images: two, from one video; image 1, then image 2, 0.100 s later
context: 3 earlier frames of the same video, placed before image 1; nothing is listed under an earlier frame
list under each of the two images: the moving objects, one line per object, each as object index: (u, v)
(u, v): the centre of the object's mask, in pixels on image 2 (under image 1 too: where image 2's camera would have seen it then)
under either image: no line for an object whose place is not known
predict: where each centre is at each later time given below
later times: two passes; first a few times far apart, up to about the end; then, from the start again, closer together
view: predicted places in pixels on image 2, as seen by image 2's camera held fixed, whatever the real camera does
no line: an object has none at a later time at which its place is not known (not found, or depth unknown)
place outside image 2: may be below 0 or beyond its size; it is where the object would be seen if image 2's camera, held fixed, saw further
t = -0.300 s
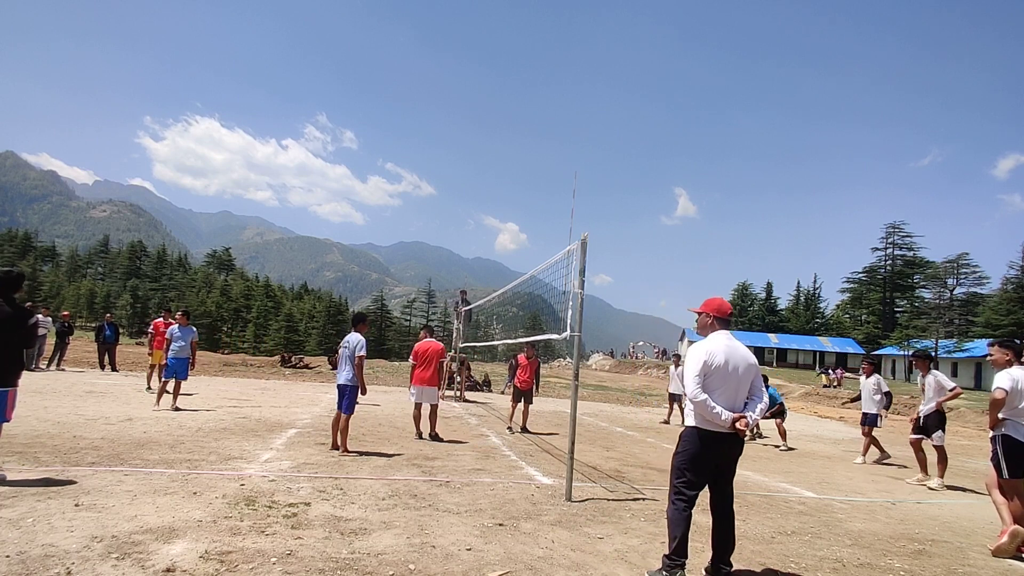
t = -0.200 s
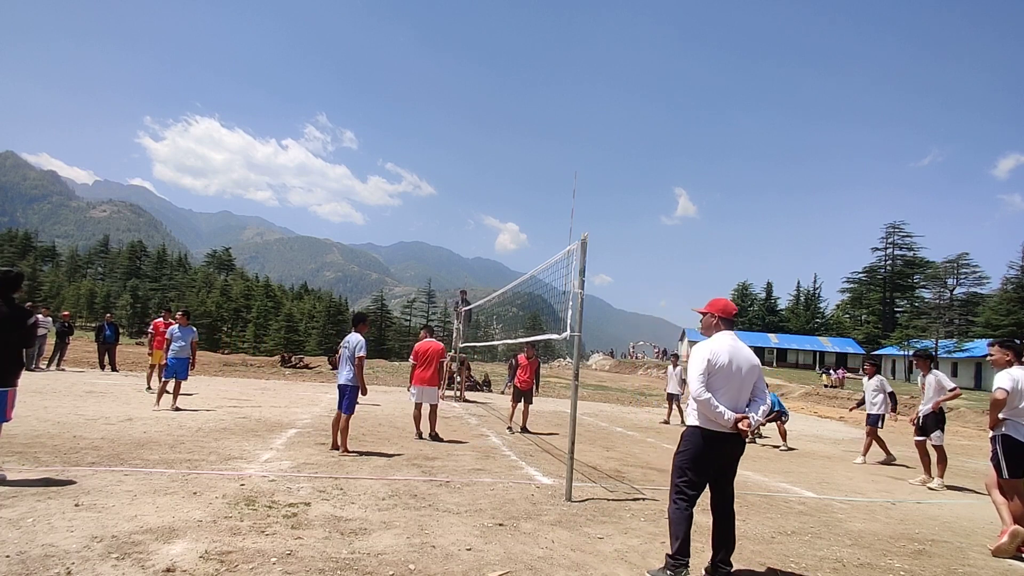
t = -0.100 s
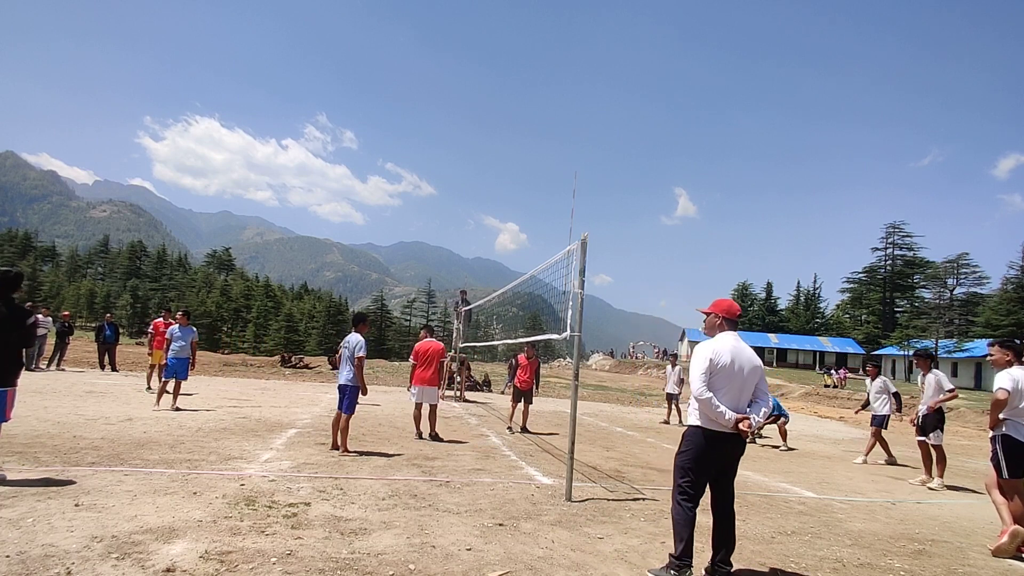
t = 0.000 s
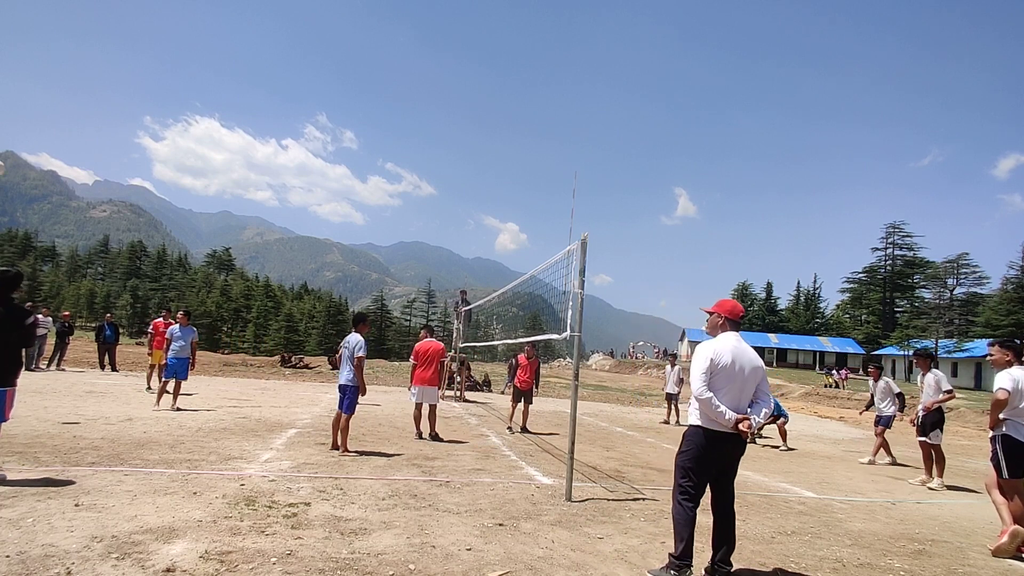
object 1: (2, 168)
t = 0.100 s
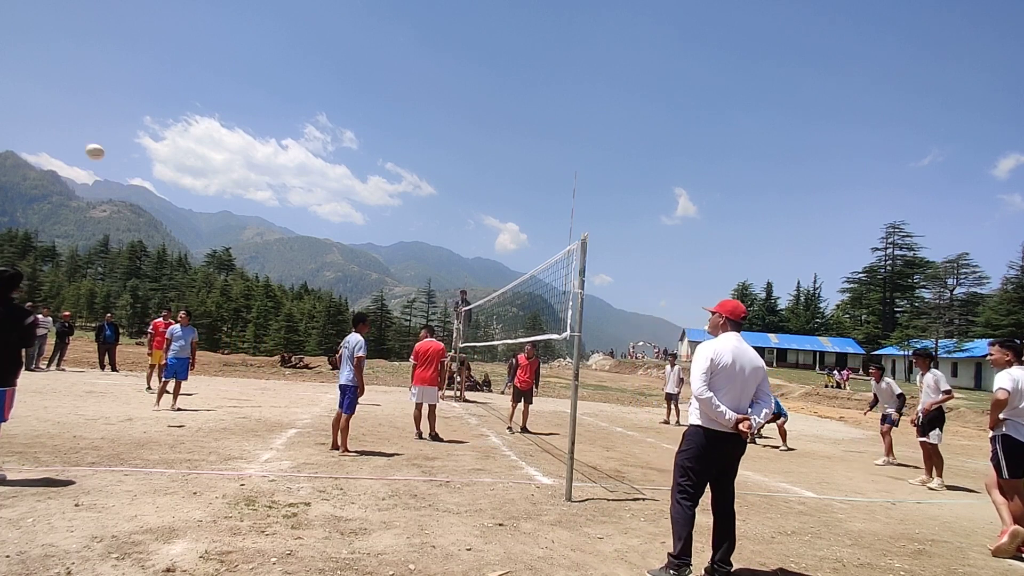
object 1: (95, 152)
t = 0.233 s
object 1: (215, 145)
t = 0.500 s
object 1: (420, 165)
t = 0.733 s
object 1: (569, 218)
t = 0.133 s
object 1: (126, 148)
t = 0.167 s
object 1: (157, 146)
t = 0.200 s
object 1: (186, 145)
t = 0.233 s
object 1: (215, 145)
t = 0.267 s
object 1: (243, 145)
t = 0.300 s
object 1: (271, 144)
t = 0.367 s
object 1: (323, 149)
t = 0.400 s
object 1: (348, 150)
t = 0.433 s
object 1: (373, 155)
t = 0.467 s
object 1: (397, 160)
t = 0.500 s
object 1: (420, 165)
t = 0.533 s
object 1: (443, 171)
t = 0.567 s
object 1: (465, 177)
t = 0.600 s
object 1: (487, 184)
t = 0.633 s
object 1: (508, 191)
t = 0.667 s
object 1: (529, 200)
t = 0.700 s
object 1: (549, 209)
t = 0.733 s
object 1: (569, 218)
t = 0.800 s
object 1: (608, 238)
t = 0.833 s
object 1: (626, 249)
